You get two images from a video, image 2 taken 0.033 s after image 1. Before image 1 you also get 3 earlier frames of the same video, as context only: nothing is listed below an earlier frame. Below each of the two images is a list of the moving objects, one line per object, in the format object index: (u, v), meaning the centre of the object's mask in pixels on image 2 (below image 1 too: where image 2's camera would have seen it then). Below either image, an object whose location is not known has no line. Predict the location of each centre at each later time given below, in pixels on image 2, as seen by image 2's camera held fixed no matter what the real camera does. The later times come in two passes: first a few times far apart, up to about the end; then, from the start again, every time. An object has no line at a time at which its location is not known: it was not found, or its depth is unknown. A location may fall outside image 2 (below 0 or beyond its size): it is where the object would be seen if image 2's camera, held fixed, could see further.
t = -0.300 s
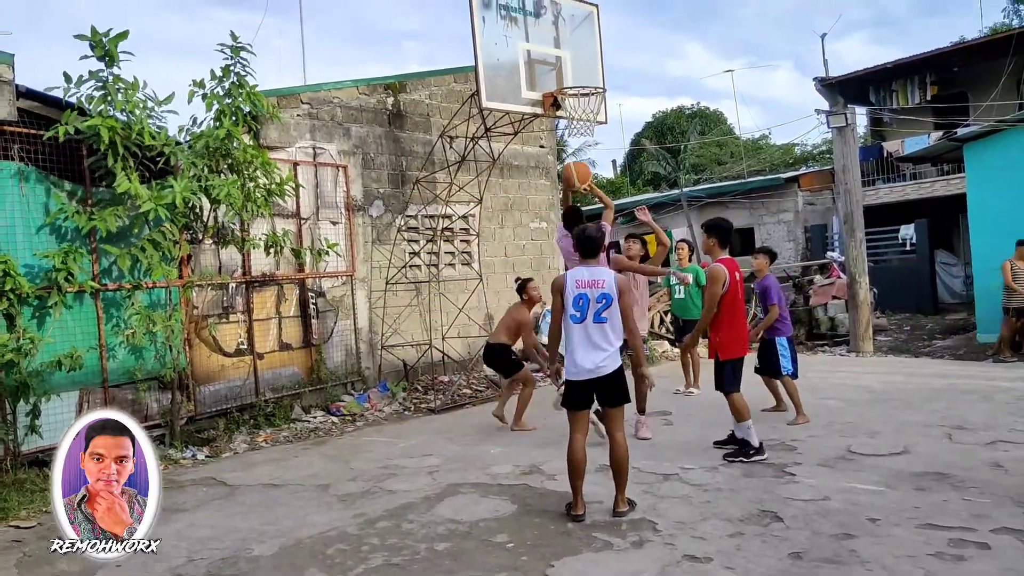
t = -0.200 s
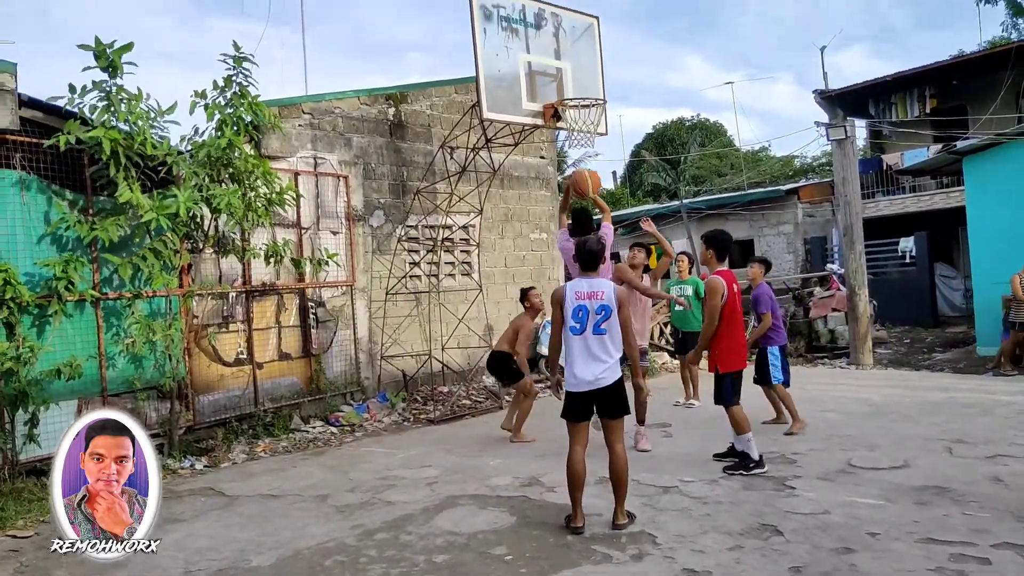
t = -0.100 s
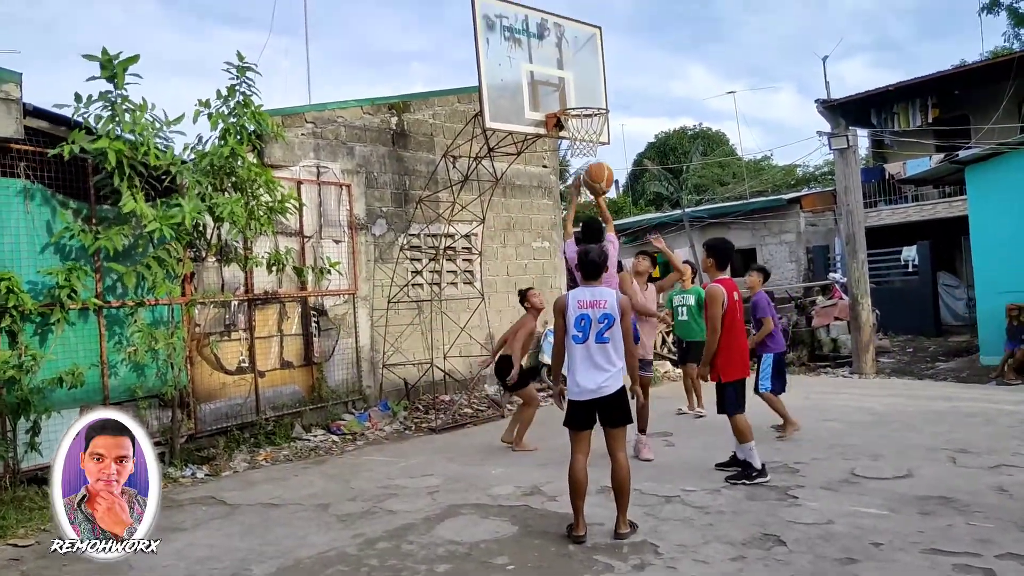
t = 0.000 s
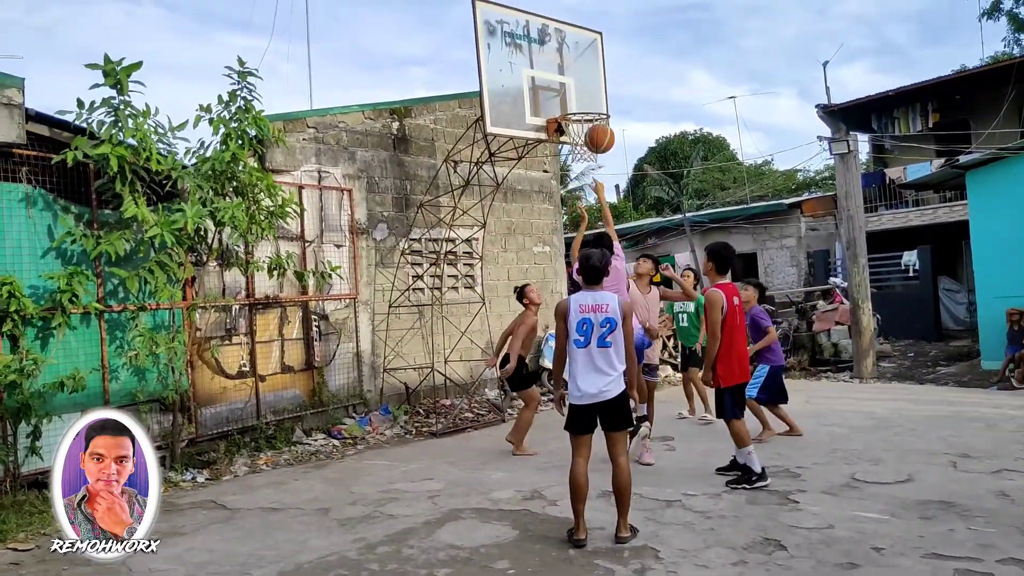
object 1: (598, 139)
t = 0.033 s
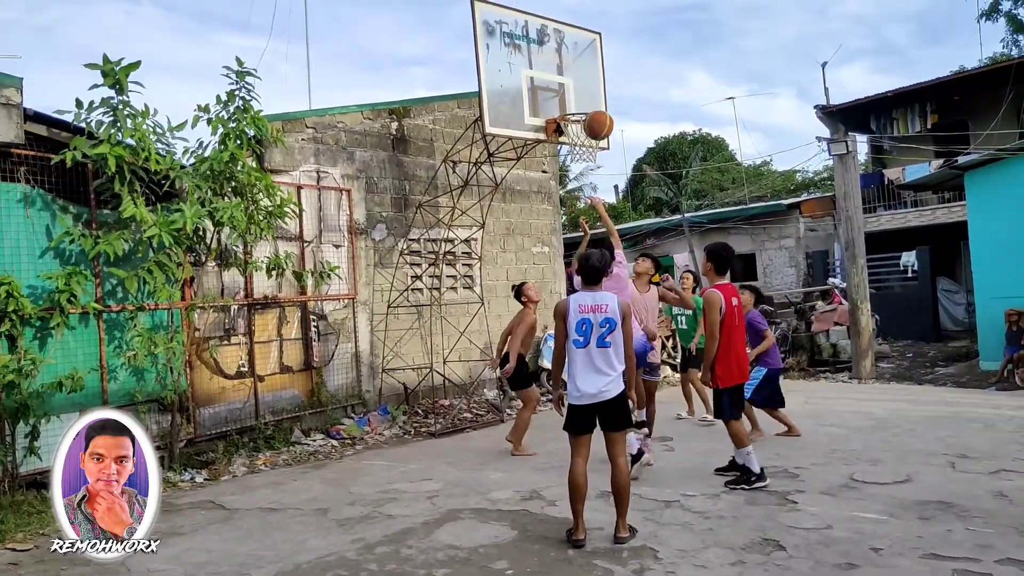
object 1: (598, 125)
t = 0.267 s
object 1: (600, 71)
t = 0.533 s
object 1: (606, 87)
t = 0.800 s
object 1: (636, 110)
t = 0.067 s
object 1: (598, 113)
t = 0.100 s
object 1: (598, 103)
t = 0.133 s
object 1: (599, 93)
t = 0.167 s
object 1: (599, 86)
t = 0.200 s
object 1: (599, 79)
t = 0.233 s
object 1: (599, 75)
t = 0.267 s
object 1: (600, 71)
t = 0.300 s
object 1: (601, 69)
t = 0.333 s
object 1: (601, 68)
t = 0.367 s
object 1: (602, 68)
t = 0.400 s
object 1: (603, 69)
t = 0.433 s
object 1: (604, 72)
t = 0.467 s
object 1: (604, 76)
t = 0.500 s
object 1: (605, 81)
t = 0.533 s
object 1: (606, 87)
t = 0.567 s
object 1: (607, 94)
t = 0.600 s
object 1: (608, 102)
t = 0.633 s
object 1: (612, 101)
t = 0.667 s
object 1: (617, 101)
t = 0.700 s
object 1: (622, 102)
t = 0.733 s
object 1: (626, 103)
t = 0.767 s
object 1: (631, 106)
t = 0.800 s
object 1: (636, 110)
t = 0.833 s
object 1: (641, 116)
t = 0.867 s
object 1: (646, 122)
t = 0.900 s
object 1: (651, 130)
